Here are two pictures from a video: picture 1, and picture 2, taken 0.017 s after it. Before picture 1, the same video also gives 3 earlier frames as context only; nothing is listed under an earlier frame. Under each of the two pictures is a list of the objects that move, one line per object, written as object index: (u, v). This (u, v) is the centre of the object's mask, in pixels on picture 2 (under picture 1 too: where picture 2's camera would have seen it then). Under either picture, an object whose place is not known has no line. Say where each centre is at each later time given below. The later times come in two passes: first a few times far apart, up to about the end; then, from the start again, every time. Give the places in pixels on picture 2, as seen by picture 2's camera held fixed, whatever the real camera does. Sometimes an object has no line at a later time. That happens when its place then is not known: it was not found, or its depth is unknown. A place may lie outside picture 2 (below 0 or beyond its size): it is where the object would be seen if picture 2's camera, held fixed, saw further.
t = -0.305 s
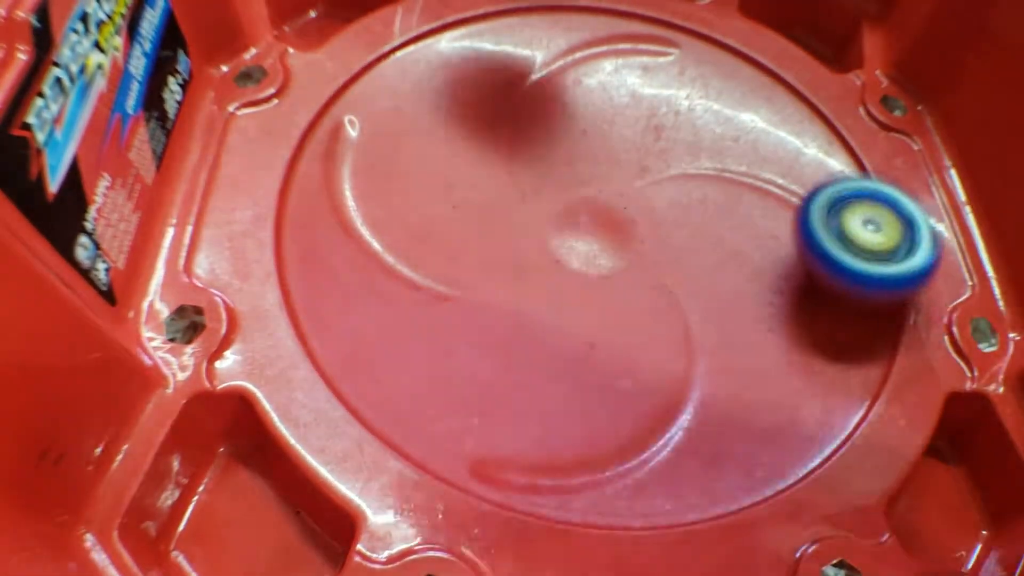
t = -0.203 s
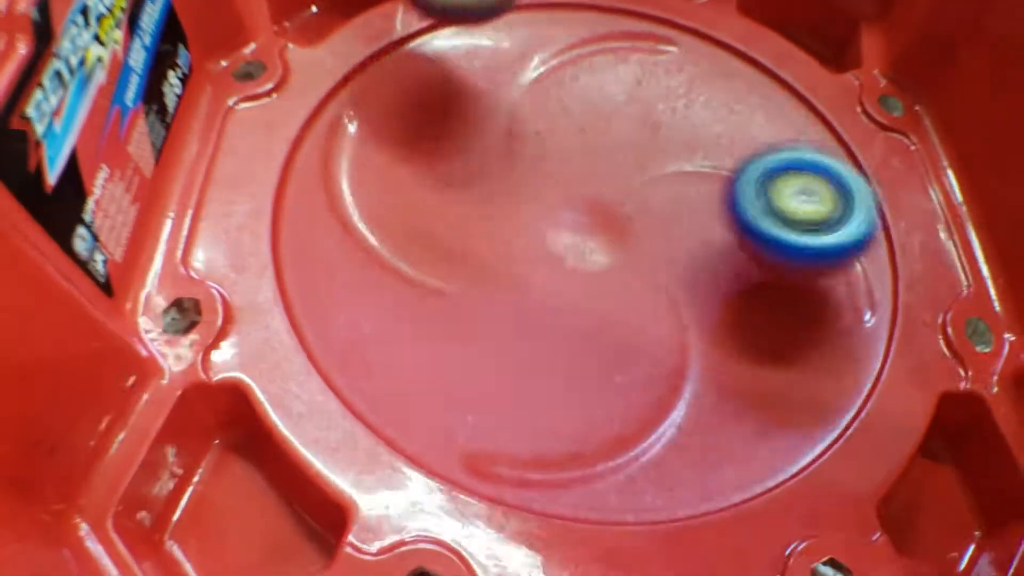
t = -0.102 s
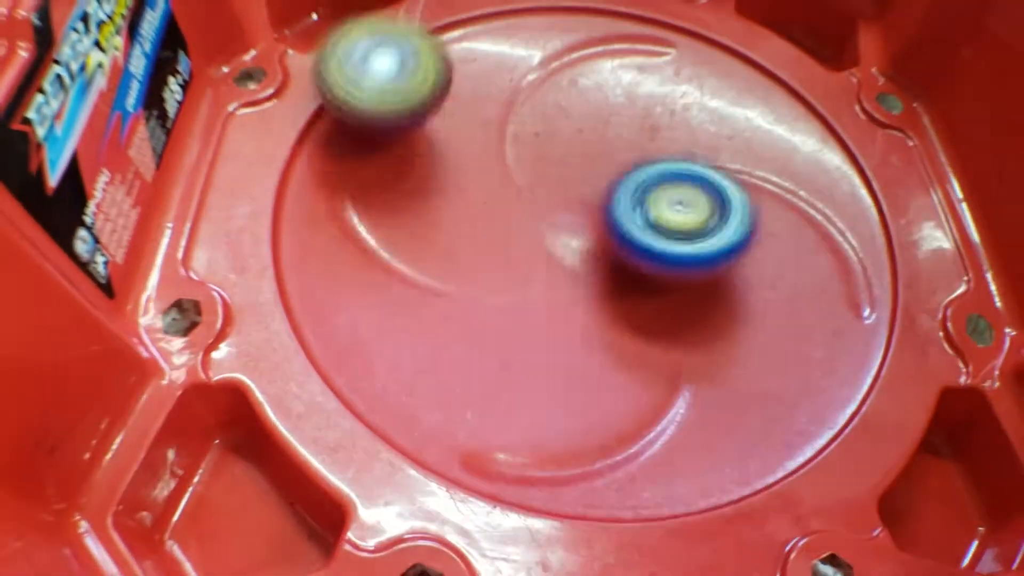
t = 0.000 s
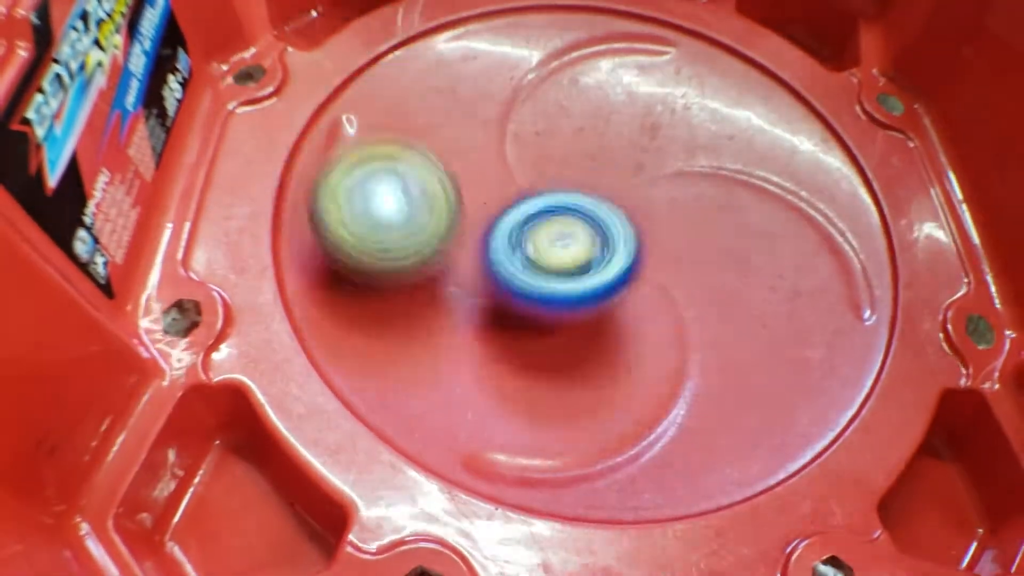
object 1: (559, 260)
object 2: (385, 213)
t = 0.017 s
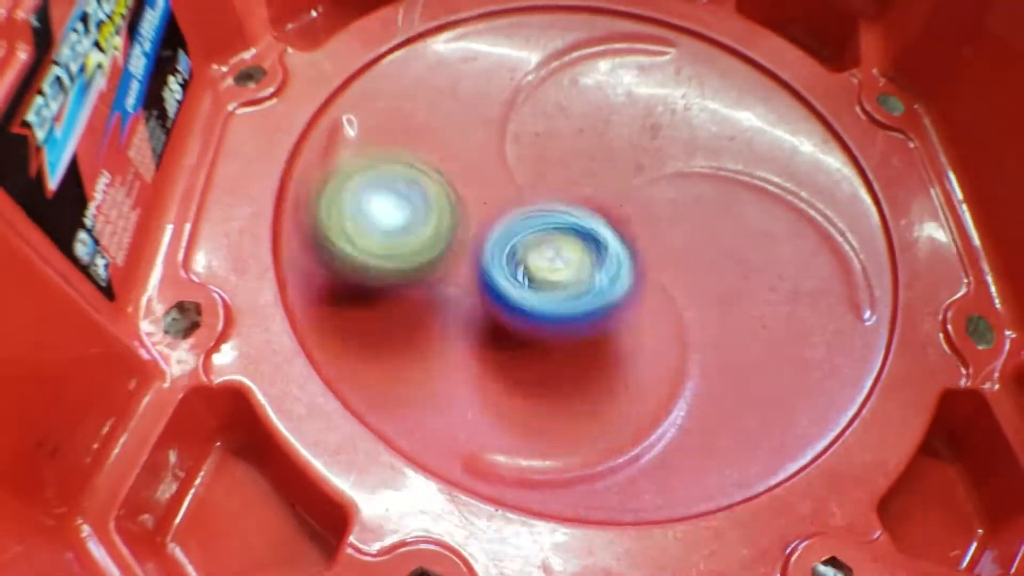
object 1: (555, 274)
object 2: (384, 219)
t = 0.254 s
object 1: (821, 404)
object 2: (223, 207)
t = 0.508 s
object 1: (677, 206)
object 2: (485, 222)
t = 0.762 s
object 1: (603, 202)
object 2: (328, 278)
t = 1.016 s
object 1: (675, 218)
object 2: (551, 386)
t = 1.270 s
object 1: (555, 53)
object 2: (664, 225)
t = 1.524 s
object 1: (360, 130)
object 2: (619, 159)
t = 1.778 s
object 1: (470, 296)
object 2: (617, 162)
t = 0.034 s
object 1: (576, 295)
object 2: (354, 207)
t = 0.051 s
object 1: (597, 320)
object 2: (328, 203)
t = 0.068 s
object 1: (619, 350)
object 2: (303, 200)
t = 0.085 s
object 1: (637, 375)
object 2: (274, 205)
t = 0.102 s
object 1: (654, 395)
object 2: (250, 215)
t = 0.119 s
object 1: (674, 406)
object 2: (227, 232)
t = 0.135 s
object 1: (695, 414)
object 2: (210, 232)
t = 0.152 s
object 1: (714, 423)
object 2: (205, 222)
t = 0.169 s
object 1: (733, 425)
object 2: (201, 216)
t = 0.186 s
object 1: (750, 430)
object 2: (199, 216)
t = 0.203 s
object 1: (769, 428)
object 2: (202, 211)
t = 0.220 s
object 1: (789, 423)
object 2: (207, 209)
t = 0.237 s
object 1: (806, 415)
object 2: (215, 207)
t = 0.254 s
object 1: (821, 404)
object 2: (223, 207)
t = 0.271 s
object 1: (832, 389)
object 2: (233, 204)
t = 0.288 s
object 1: (840, 370)
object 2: (245, 204)
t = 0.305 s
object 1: (843, 352)
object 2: (259, 201)
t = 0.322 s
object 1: (842, 332)
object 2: (273, 197)
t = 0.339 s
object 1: (836, 315)
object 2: (289, 198)
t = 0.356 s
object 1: (828, 294)
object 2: (306, 205)
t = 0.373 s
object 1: (814, 277)
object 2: (327, 206)
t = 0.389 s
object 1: (795, 264)
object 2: (350, 210)
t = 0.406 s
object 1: (775, 251)
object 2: (378, 214)
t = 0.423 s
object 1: (753, 240)
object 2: (406, 219)
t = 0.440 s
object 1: (729, 229)
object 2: (431, 222)
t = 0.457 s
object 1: (706, 221)
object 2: (461, 226)
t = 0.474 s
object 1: (680, 216)
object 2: (490, 226)
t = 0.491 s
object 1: (664, 212)
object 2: (508, 227)
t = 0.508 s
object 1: (677, 206)
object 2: (485, 222)
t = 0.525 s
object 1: (691, 203)
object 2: (459, 220)
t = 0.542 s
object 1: (702, 198)
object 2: (431, 226)
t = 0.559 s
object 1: (706, 198)
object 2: (409, 224)
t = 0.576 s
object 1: (706, 195)
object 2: (389, 224)
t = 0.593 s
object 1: (704, 192)
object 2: (368, 223)
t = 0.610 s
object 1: (697, 188)
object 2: (351, 223)
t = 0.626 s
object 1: (687, 184)
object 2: (336, 225)
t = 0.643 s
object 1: (674, 179)
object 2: (325, 226)
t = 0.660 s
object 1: (660, 176)
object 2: (316, 230)
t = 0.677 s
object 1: (644, 175)
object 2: (310, 236)
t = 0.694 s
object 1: (628, 176)
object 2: (307, 242)
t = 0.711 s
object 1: (616, 179)
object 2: (308, 248)
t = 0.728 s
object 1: (611, 184)
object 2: (310, 258)
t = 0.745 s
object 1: (608, 192)
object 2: (317, 267)
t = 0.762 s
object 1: (603, 202)
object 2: (328, 278)
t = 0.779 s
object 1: (595, 213)
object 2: (346, 290)
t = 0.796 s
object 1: (584, 223)
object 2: (364, 303)
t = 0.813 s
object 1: (569, 231)
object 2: (389, 314)
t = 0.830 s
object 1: (557, 239)
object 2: (417, 324)
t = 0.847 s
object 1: (554, 244)
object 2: (434, 332)
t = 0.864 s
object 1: (569, 245)
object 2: (435, 348)
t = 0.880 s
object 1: (584, 246)
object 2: (434, 361)
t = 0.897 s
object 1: (599, 248)
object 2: (438, 372)
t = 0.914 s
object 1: (614, 249)
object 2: (445, 381)
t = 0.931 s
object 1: (628, 247)
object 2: (456, 389)
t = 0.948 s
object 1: (640, 245)
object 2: (470, 394)
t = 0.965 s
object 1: (652, 241)
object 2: (487, 397)
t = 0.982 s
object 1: (662, 235)
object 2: (507, 396)
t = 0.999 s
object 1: (670, 228)
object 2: (530, 392)
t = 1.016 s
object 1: (675, 218)
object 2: (551, 386)
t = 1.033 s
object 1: (678, 209)
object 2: (573, 374)
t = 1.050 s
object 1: (679, 198)
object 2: (595, 361)
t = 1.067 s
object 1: (678, 187)
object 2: (613, 345)
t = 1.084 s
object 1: (674, 177)
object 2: (629, 325)
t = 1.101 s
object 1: (668, 167)
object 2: (645, 304)
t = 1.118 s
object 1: (660, 157)
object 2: (656, 284)
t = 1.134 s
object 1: (651, 146)
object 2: (665, 263)
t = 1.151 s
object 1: (644, 131)
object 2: (670, 252)
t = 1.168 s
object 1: (636, 110)
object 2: (674, 253)
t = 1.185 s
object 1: (625, 94)
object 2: (675, 251)
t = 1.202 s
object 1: (615, 82)
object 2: (677, 246)
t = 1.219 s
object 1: (602, 72)
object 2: (676, 242)
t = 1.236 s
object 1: (586, 64)
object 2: (673, 237)
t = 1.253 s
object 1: (571, 57)
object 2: (669, 231)
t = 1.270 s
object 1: (555, 53)
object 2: (664, 225)
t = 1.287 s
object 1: (540, 50)
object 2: (656, 216)
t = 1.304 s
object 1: (527, 49)
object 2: (649, 211)
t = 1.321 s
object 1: (514, 51)
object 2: (640, 205)
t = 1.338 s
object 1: (499, 56)
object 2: (631, 196)
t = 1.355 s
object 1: (485, 59)
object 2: (622, 191)
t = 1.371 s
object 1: (472, 65)
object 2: (615, 184)
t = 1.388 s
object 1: (459, 72)
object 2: (606, 180)
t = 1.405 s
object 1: (447, 80)
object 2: (597, 174)
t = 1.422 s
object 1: (438, 90)
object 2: (589, 167)
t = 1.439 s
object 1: (432, 100)
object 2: (580, 159)
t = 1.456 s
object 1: (426, 111)
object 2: (573, 150)
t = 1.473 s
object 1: (409, 113)
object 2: (584, 151)
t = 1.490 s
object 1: (390, 116)
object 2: (596, 155)
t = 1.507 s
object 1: (374, 122)
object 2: (608, 156)
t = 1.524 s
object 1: (360, 130)
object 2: (619, 159)
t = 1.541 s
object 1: (350, 139)
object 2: (627, 162)
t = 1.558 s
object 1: (338, 147)
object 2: (635, 166)
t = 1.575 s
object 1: (332, 157)
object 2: (642, 170)
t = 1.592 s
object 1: (331, 171)
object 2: (649, 172)
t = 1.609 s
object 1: (333, 187)
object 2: (652, 174)
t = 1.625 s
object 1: (336, 203)
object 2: (655, 176)
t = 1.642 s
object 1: (341, 218)
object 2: (656, 177)
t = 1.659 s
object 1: (348, 233)
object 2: (656, 177)
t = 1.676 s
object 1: (359, 247)
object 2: (654, 176)
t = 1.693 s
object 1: (374, 260)
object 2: (651, 175)
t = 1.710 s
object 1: (391, 270)
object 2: (646, 174)
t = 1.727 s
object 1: (409, 279)
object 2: (641, 172)
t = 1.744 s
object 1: (428, 287)
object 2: (634, 169)
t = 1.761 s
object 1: (448, 293)
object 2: (625, 166)
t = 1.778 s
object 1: (470, 296)
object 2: (617, 162)
